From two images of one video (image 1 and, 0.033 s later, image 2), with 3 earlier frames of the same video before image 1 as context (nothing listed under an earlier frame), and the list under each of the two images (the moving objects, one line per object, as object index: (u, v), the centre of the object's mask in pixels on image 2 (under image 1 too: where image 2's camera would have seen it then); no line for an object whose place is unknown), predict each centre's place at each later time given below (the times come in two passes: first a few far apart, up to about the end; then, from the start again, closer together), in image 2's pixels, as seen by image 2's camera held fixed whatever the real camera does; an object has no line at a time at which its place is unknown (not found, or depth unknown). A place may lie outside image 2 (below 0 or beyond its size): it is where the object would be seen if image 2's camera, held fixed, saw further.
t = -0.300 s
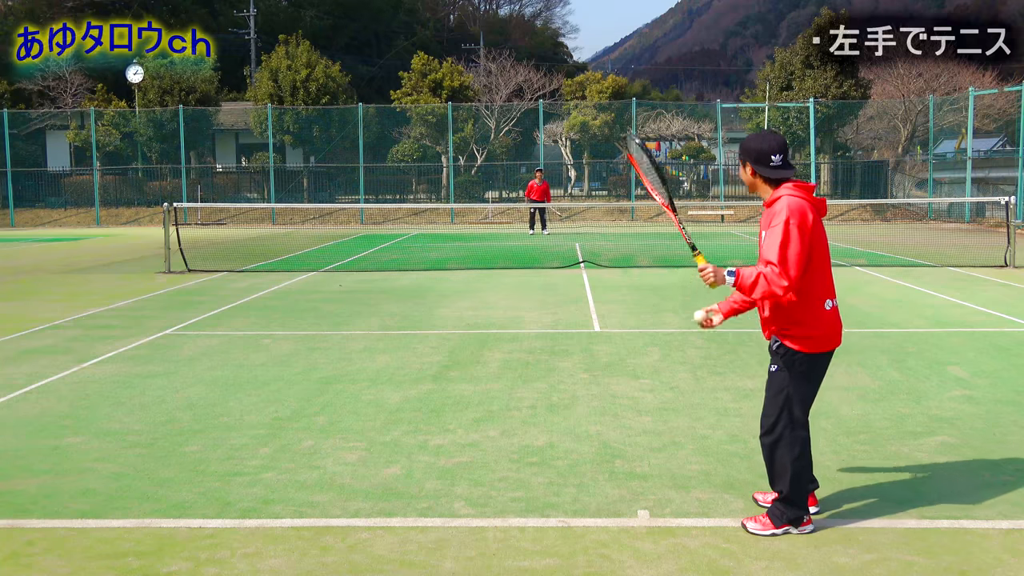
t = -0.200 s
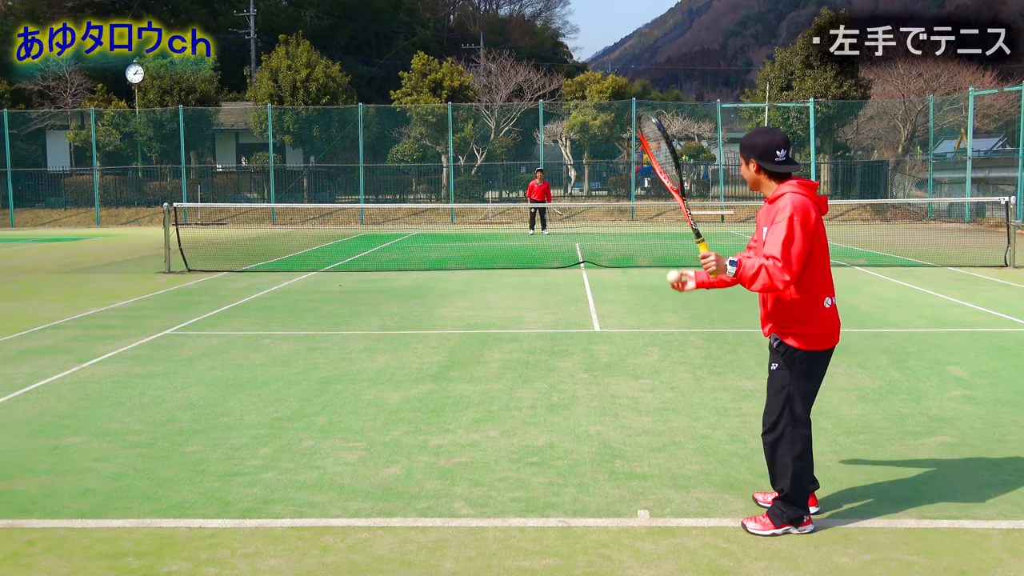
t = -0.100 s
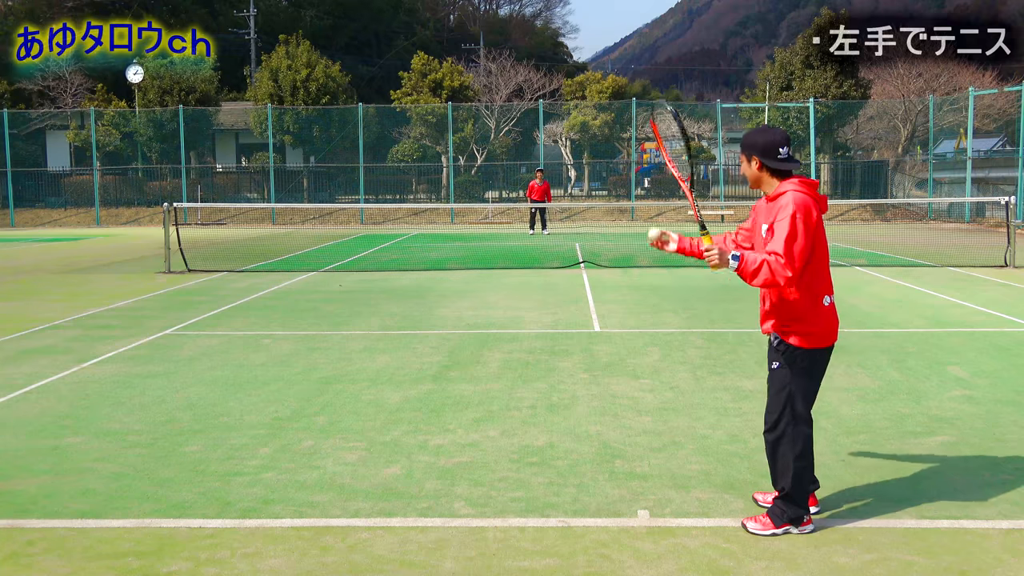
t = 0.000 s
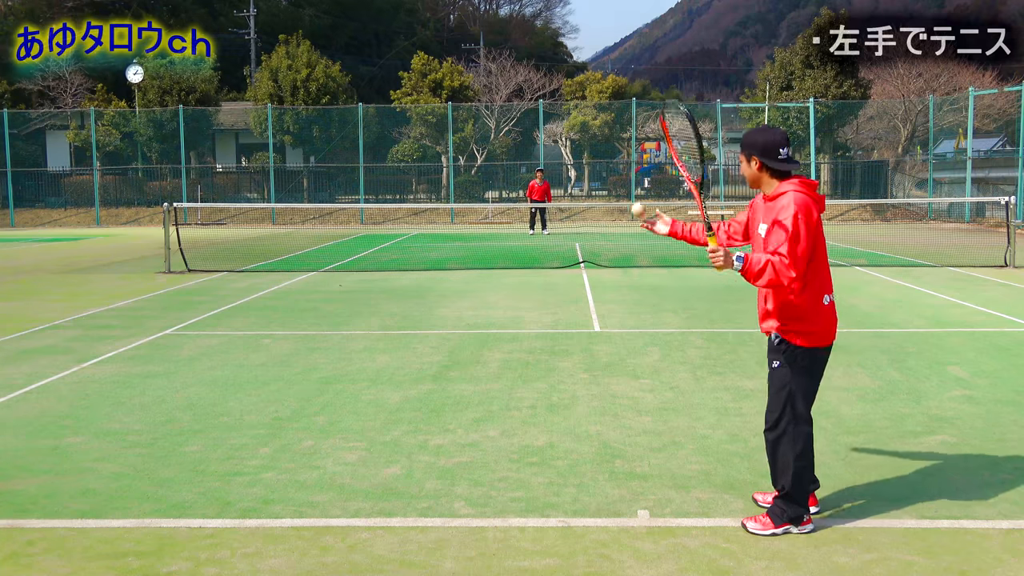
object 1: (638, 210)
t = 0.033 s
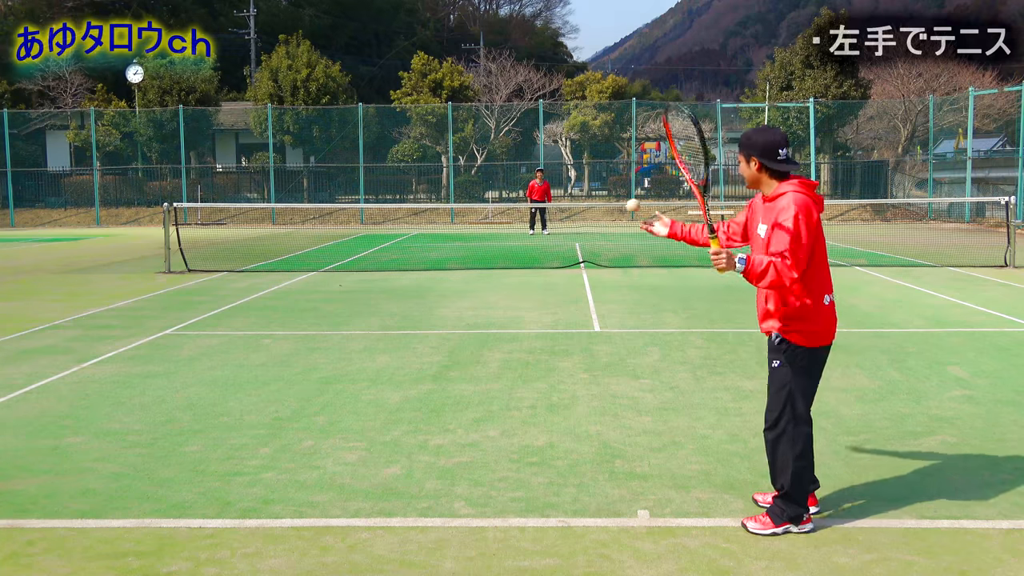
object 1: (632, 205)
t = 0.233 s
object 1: (601, 234)
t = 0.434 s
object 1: (570, 343)
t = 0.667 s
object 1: (540, 415)
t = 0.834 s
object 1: (524, 343)
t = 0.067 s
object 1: (627, 204)
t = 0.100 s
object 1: (621, 205)
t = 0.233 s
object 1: (601, 234)
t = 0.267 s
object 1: (595, 247)
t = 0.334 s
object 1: (585, 278)
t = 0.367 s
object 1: (580, 298)
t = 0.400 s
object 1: (575, 320)
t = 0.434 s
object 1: (570, 343)
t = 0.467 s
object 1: (565, 369)
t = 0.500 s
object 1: (560, 397)
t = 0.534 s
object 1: (556, 427)
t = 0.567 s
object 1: (551, 457)
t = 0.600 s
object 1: (547, 460)
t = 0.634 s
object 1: (543, 437)
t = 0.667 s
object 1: (540, 415)
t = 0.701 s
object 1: (537, 397)
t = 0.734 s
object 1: (534, 379)
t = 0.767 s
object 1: (530, 364)
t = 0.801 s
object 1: (527, 352)
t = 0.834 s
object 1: (524, 343)
